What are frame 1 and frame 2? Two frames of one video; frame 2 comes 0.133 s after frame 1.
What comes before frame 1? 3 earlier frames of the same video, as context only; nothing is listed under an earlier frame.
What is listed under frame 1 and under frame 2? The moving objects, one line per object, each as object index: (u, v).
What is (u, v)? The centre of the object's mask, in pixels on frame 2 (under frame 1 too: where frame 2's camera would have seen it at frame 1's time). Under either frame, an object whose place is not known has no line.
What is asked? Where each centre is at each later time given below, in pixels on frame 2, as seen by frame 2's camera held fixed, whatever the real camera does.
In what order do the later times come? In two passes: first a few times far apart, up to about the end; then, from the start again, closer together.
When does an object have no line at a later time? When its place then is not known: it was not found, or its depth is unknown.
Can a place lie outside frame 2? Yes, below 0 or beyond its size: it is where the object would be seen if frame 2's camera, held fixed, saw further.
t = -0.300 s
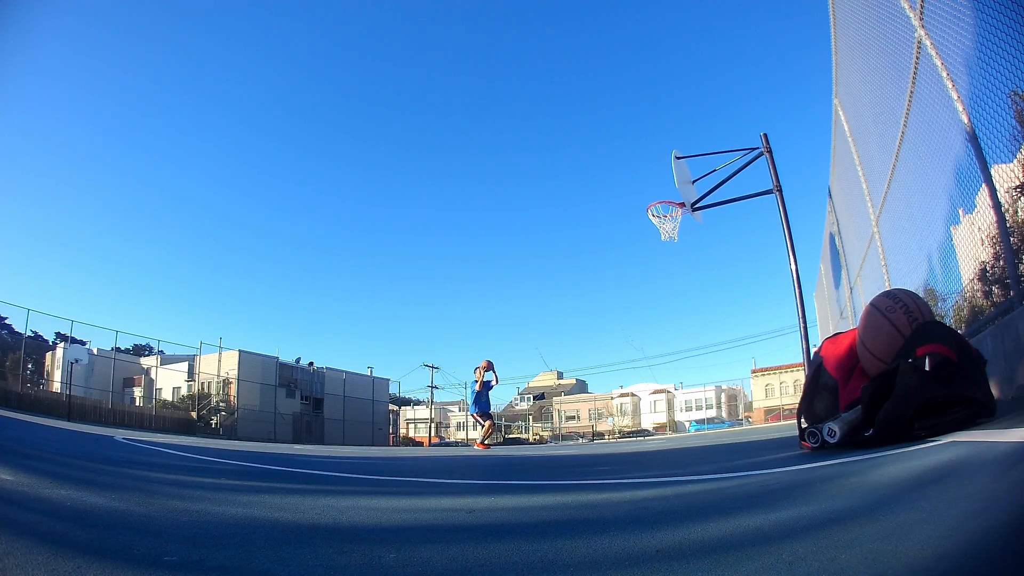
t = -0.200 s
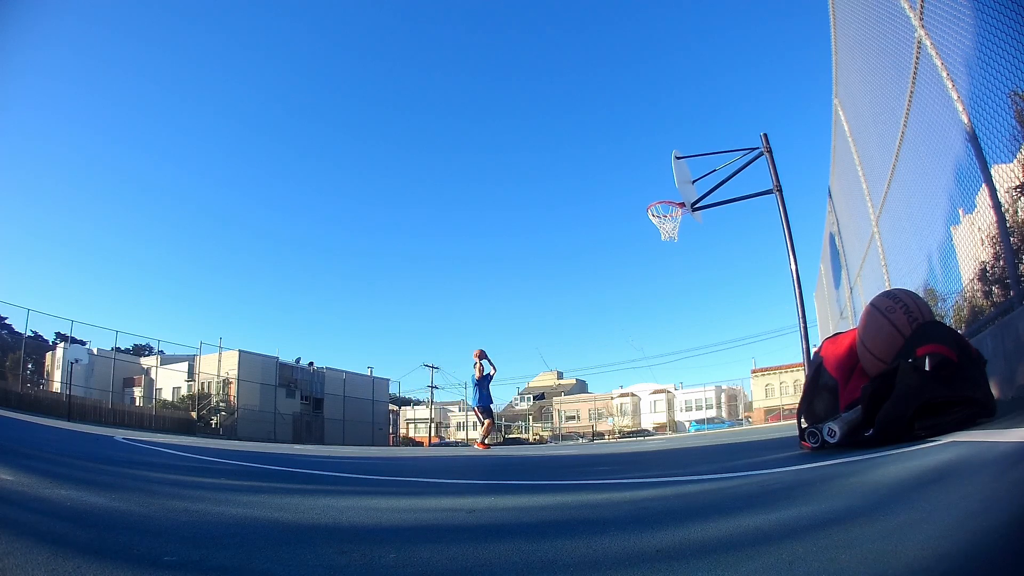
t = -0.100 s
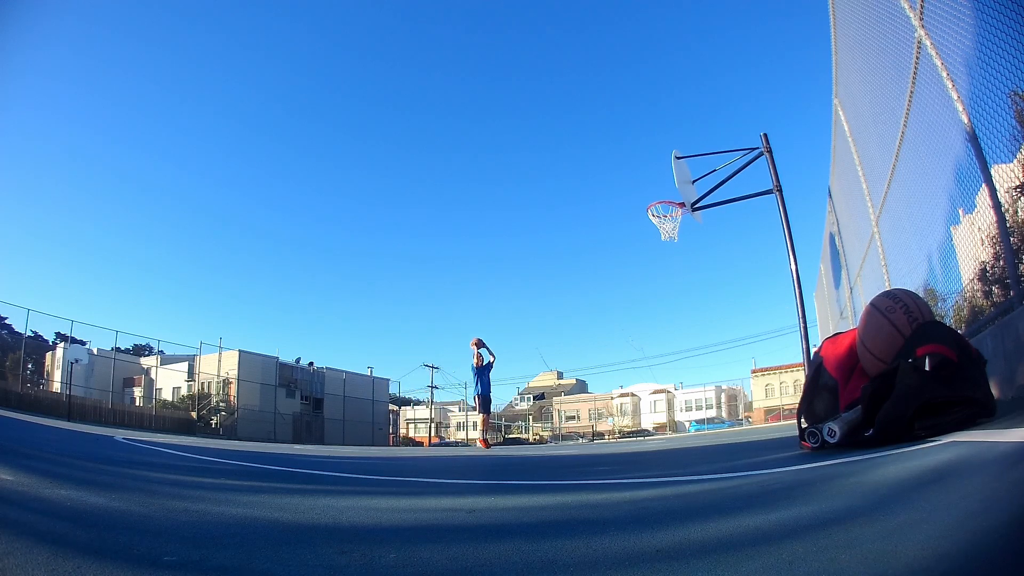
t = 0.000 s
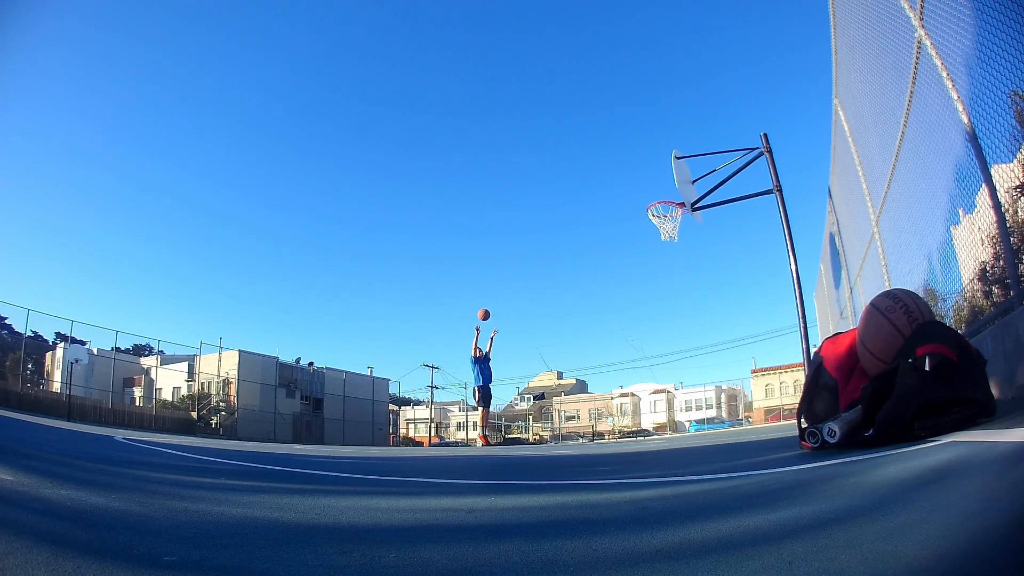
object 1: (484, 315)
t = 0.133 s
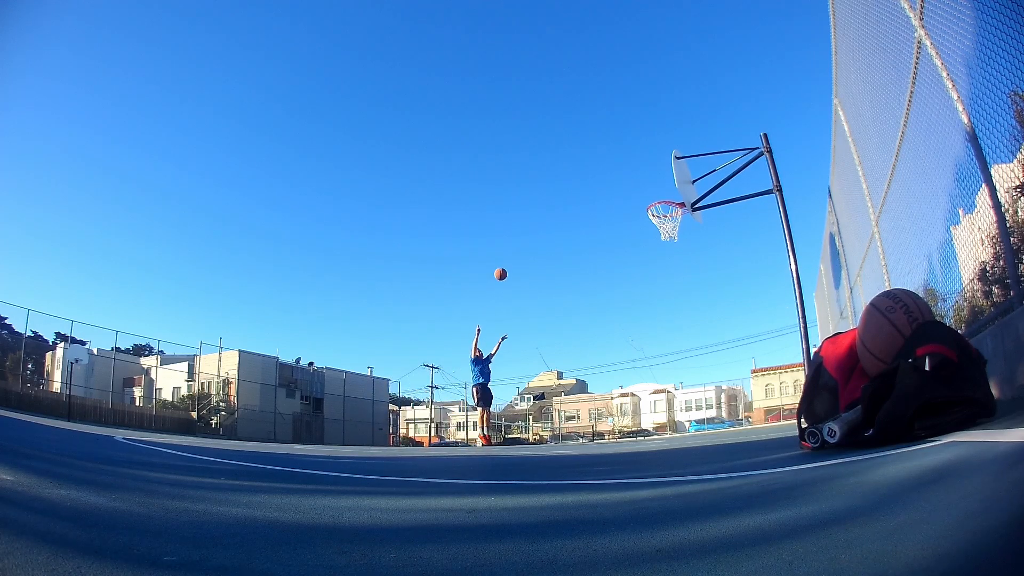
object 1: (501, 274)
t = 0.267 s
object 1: (518, 240)
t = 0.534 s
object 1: (557, 195)
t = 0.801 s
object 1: (605, 183)
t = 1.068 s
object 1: (670, 216)
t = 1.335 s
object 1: (690, 238)
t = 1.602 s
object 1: (715, 312)
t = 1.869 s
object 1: (737, 414)
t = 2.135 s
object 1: (723, 329)
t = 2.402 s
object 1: (714, 299)
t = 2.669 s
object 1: (711, 322)
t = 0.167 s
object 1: (505, 265)
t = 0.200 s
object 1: (509, 256)
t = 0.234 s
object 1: (514, 248)
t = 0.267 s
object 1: (518, 240)
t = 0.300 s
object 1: (523, 233)
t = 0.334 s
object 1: (527, 226)
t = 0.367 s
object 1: (532, 220)
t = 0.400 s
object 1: (537, 214)
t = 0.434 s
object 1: (542, 208)
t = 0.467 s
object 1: (547, 203)
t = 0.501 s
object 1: (552, 199)
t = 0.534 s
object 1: (557, 195)
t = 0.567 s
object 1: (562, 191)
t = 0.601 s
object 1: (568, 188)
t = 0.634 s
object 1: (574, 186)
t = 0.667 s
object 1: (580, 184)
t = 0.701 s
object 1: (586, 183)
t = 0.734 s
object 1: (592, 182)
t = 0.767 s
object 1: (599, 182)
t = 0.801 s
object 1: (605, 183)
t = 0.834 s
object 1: (613, 184)
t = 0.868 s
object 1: (620, 187)
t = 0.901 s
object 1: (627, 189)
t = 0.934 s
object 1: (635, 193)
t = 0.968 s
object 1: (643, 198)
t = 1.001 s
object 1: (651, 200)
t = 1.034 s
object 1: (661, 210)
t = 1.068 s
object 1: (670, 216)
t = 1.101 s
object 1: (674, 218)
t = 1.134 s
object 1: (678, 220)
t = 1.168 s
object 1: (678, 220)
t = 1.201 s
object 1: (681, 222)
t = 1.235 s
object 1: (683, 225)
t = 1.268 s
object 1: (685, 229)
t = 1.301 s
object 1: (688, 233)
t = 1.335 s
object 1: (690, 238)
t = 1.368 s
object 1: (693, 244)
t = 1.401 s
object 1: (696, 251)
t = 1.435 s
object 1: (699, 259)
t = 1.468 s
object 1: (702, 268)
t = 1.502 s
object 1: (705, 278)
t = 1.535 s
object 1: (709, 288)
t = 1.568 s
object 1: (712, 300)
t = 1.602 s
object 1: (715, 312)
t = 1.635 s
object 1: (719, 326)
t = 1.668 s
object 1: (722, 340)
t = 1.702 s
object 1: (726, 355)
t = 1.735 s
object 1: (729, 372)
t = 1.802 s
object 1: (736, 408)
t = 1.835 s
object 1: (739, 427)
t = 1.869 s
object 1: (737, 414)
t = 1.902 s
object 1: (735, 400)
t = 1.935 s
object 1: (734, 387)
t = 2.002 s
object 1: (730, 364)
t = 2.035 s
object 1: (728, 354)
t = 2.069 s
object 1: (727, 344)
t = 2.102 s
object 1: (725, 336)
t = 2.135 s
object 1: (723, 329)
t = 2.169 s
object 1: (722, 322)
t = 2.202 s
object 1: (720, 316)
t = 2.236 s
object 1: (719, 312)
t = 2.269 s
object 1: (718, 307)
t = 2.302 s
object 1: (716, 304)
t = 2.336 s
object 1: (715, 302)
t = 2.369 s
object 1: (715, 300)
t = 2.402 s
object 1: (714, 299)
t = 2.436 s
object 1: (713, 299)
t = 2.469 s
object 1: (713, 300)
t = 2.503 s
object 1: (712, 302)
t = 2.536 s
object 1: (712, 304)
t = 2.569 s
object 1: (711, 308)
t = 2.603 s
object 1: (711, 312)
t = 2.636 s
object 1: (711, 316)
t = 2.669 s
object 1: (711, 322)
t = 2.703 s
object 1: (711, 328)
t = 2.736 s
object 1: (711, 336)
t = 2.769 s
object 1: (711, 344)
